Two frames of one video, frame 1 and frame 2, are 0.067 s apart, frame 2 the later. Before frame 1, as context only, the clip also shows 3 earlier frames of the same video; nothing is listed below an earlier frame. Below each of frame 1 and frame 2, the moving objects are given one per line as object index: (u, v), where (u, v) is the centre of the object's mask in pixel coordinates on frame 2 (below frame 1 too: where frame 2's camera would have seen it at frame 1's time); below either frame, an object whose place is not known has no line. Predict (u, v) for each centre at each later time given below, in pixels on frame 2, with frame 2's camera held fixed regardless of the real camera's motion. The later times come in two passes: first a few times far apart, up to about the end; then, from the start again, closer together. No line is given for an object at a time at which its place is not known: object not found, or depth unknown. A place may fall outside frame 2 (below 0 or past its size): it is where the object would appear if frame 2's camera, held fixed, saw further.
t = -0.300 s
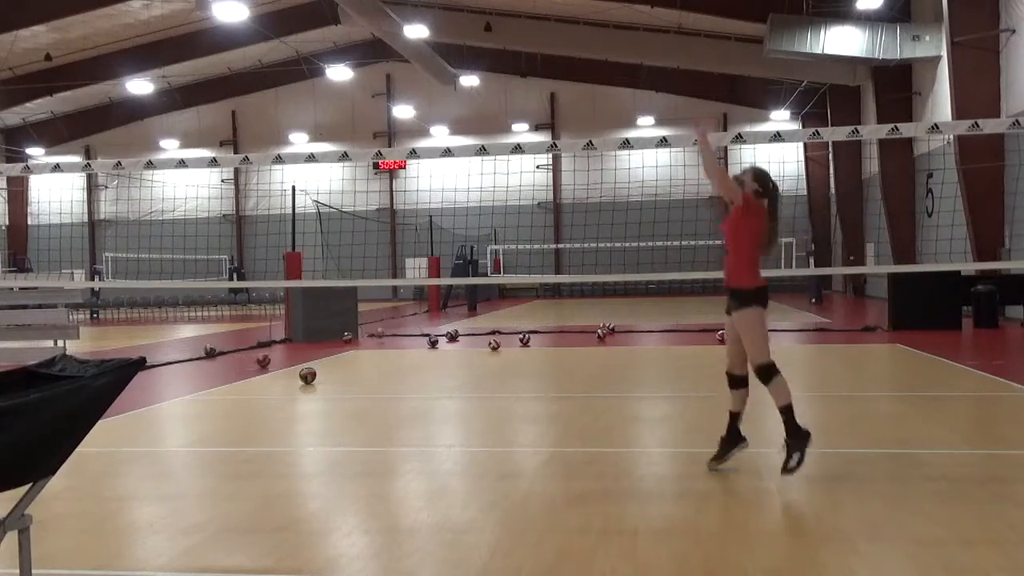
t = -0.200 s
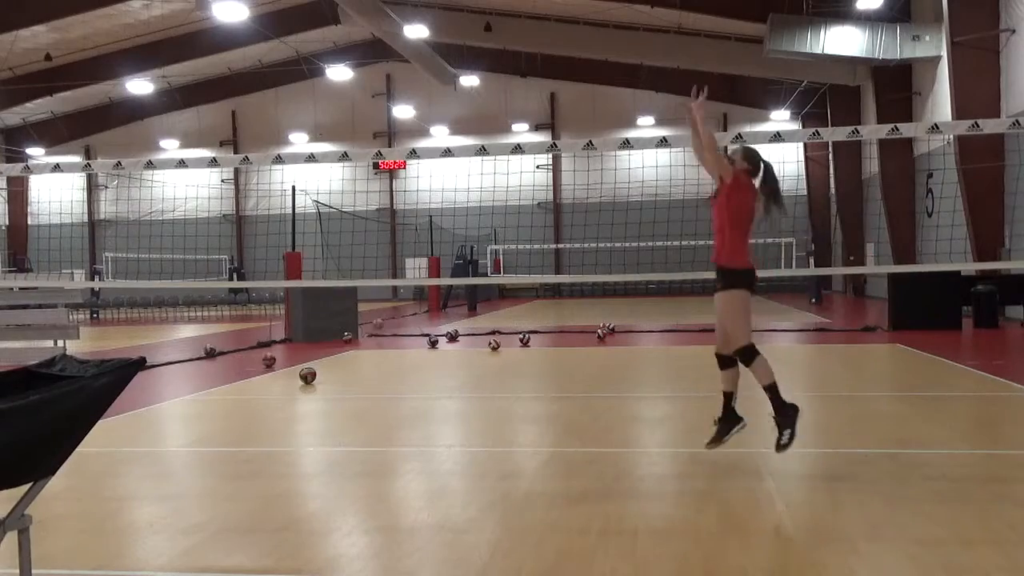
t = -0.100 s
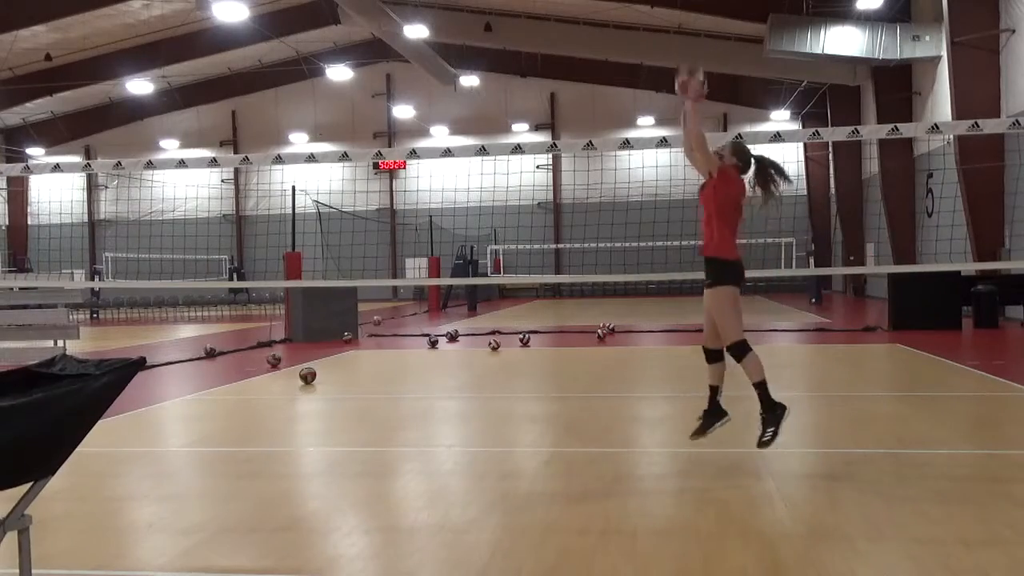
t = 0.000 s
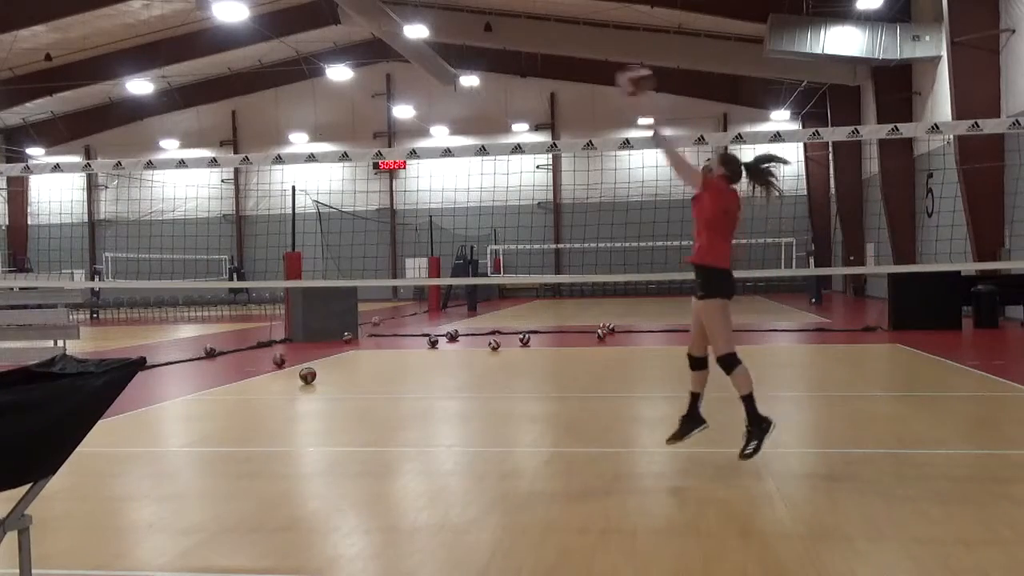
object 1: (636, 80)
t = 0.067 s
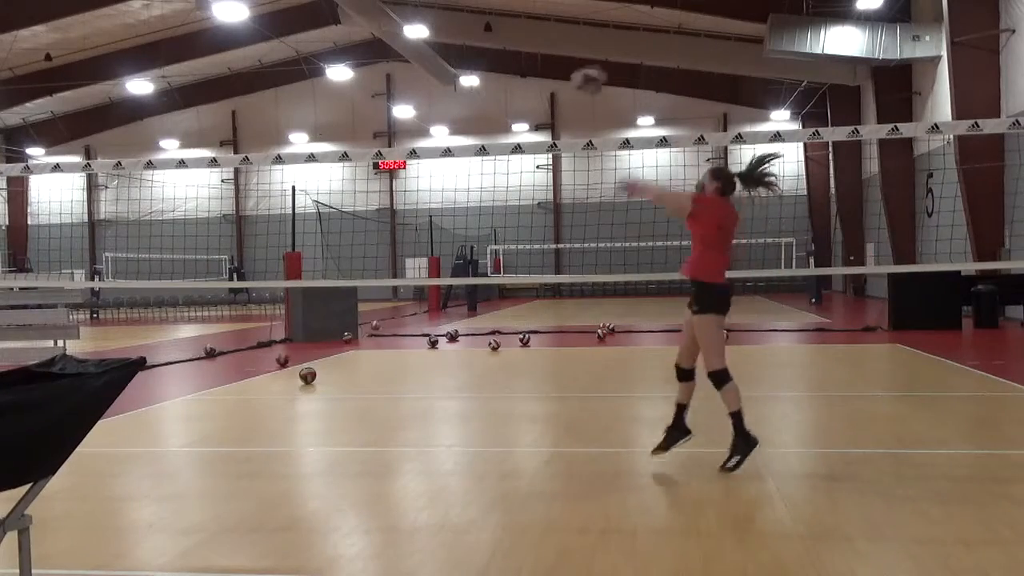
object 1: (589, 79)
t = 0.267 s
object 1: (468, 116)
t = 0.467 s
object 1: (370, 194)
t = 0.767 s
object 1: (258, 367)
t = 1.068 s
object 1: (205, 328)
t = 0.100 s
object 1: (568, 83)
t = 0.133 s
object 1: (546, 86)
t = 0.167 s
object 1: (523, 93)
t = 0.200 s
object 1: (505, 100)
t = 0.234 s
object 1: (485, 106)
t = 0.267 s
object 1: (468, 116)
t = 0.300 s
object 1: (451, 126)
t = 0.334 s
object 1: (433, 139)
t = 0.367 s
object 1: (416, 142)
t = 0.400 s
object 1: (403, 168)
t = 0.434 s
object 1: (386, 179)
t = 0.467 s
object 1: (370, 194)
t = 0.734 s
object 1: (268, 345)
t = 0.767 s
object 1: (258, 367)
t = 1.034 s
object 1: (210, 341)
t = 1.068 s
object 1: (205, 328)
